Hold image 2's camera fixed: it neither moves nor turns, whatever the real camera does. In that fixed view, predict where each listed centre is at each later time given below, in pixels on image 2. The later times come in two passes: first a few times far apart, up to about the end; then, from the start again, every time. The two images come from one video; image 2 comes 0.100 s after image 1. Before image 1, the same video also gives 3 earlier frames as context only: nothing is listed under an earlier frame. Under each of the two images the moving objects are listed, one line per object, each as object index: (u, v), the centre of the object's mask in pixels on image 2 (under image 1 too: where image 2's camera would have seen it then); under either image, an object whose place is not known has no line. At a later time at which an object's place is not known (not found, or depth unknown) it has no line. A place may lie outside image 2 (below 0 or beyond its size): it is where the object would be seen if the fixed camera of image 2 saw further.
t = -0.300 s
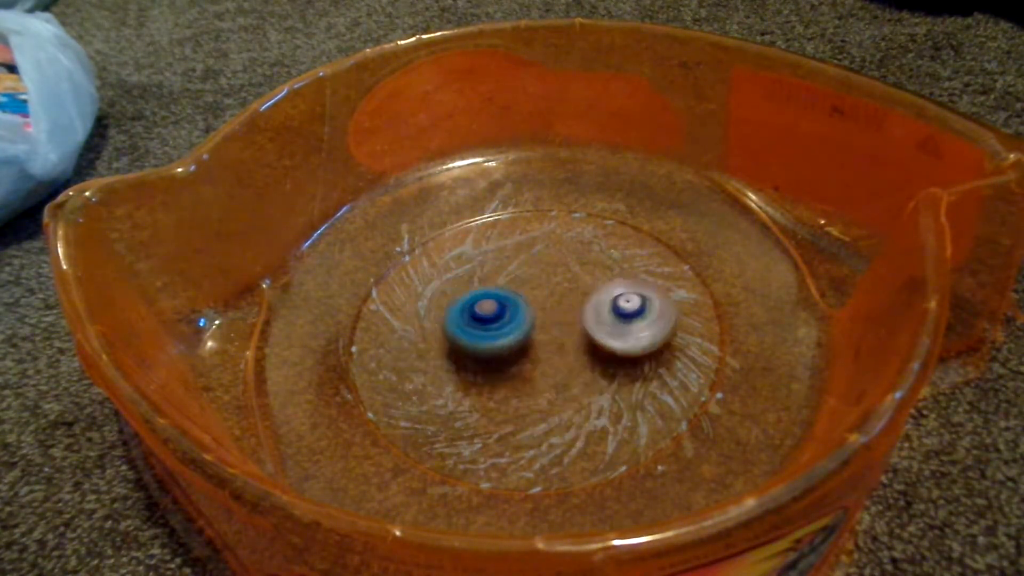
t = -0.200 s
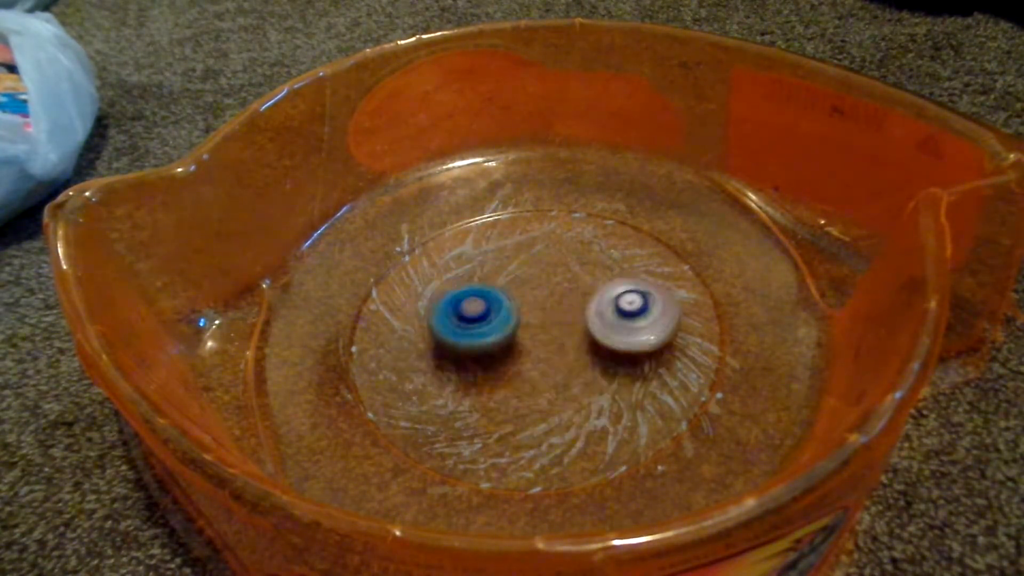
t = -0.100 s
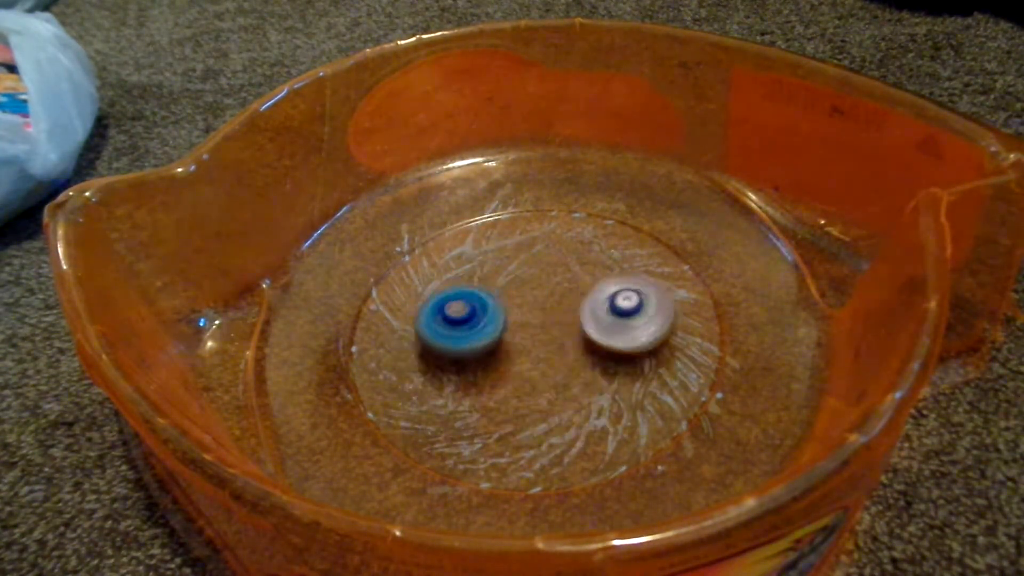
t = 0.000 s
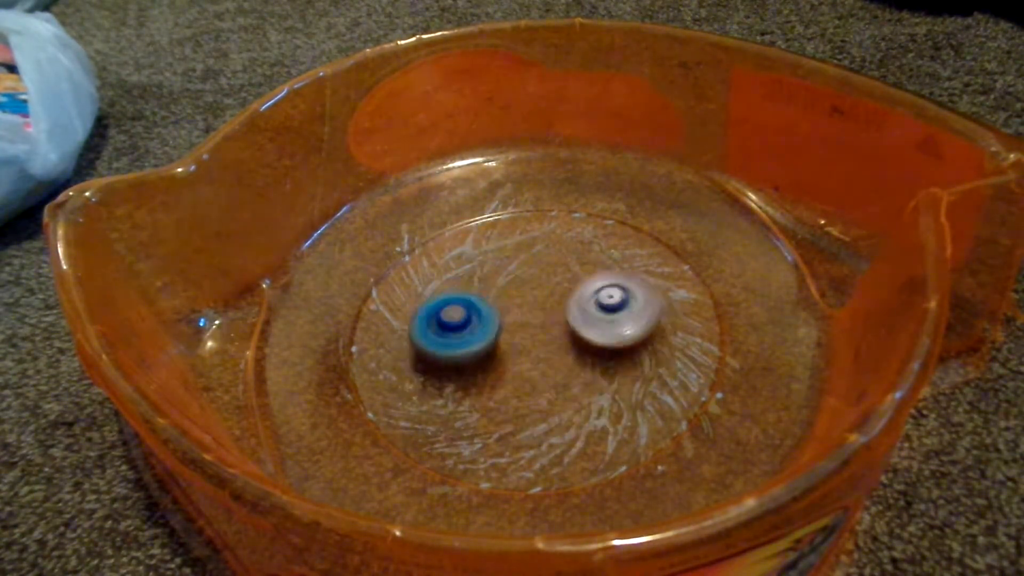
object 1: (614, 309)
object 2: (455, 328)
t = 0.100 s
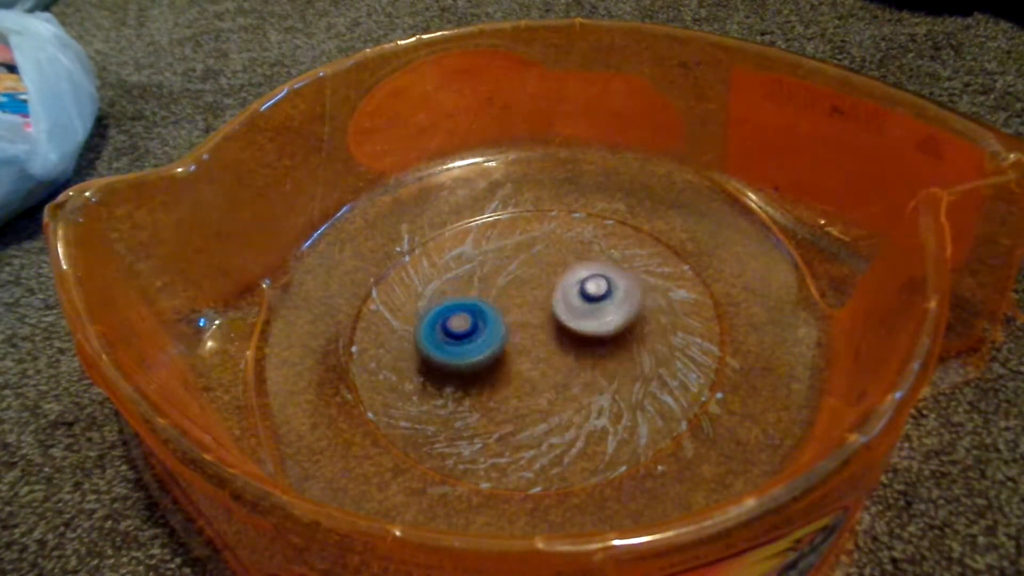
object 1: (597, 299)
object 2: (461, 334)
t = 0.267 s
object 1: (573, 277)
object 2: (484, 333)
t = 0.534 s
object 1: (567, 252)
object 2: (509, 307)
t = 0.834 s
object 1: (581, 260)
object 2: (480, 322)
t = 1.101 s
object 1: (546, 293)
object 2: (485, 355)
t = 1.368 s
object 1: (564, 260)
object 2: (467, 422)
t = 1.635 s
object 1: (539, 290)
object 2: (488, 402)
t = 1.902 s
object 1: (516, 278)
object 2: (486, 372)
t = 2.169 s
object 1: (506, 275)
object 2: (473, 341)
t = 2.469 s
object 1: (517, 267)
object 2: (456, 346)
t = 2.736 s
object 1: (547, 273)
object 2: (468, 375)
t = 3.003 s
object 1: (557, 293)
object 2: (500, 374)
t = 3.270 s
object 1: (557, 301)
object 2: (507, 370)
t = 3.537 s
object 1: (549, 299)
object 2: (486, 359)
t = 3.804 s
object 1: (535, 293)
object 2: (472, 346)
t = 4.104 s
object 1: (576, 260)
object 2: (444, 359)
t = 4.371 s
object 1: (583, 284)
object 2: (454, 350)
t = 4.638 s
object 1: (580, 304)
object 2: (468, 337)
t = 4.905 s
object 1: (585, 332)
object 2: (482, 334)
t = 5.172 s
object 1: (593, 349)
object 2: (467, 328)
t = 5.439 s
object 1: (565, 346)
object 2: (468, 321)
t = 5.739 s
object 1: (560, 327)
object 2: (466, 311)
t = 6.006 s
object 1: (581, 311)
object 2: (459, 308)
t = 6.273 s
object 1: (587, 301)
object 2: (482, 311)
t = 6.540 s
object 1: (589, 298)
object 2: (492, 316)
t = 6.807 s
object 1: (575, 297)
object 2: (485, 305)
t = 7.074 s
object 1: (578, 293)
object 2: (479, 309)
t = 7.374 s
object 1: (577, 292)
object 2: (467, 304)
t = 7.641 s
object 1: (580, 295)
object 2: (468, 312)
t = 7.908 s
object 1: (581, 299)
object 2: (488, 326)
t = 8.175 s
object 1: (580, 303)
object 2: (495, 330)
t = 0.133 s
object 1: (591, 295)
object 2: (464, 336)
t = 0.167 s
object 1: (586, 291)
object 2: (469, 336)
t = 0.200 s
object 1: (581, 286)
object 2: (474, 336)
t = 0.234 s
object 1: (577, 281)
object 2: (479, 334)
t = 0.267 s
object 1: (573, 277)
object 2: (484, 333)
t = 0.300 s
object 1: (570, 272)
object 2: (489, 330)
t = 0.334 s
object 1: (568, 268)
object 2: (494, 328)
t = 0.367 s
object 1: (567, 263)
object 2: (498, 324)
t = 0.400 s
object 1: (566, 260)
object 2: (502, 321)
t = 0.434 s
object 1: (566, 256)
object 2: (504, 318)
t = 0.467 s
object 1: (566, 254)
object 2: (507, 314)
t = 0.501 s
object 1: (567, 252)
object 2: (509, 311)
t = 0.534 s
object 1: (567, 252)
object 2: (509, 307)
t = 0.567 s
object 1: (568, 252)
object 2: (510, 304)
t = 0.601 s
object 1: (569, 252)
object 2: (509, 301)
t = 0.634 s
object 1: (571, 252)
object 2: (506, 300)
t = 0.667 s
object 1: (576, 249)
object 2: (500, 304)
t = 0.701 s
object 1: (578, 249)
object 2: (494, 307)
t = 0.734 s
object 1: (580, 250)
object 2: (490, 311)
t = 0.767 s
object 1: (581, 252)
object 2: (486, 314)
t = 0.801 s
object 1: (581, 256)
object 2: (483, 318)
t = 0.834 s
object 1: (581, 260)
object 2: (480, 322)
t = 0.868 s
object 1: (578, 265)
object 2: (478, 326)
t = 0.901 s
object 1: (577, 270)
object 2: (477, 331)
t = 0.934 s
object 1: (571, 276)
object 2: (476, 334)
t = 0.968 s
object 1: (566, 280)
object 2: (478, 338)
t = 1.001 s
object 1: (562, 284)
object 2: (480, 342)
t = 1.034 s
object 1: (555, 289)
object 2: (483, 345)
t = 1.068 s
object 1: (550, 293)
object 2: (485, 348)
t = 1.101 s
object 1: (546, 293)
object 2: (485, 355)
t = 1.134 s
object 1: (553, 280)
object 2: (475, 375)
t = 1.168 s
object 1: (559, 268)
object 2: (468, 391)
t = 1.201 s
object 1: (563, 261)
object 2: (466, 402)
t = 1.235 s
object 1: (564, 257)
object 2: (464, 408)
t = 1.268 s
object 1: (564, 257)
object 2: (465, 410)
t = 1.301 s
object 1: (565, 258)
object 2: (465, 415)
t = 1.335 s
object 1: (565, 259)
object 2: (466, 418)
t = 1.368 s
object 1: (564, 260)
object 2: (467, 422)
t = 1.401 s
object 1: (564, 262)
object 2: (467, 423)
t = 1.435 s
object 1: (563, 265)
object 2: (469, 424)
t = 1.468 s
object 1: (559, 271)
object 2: (471, 426)
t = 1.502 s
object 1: (556, 274)
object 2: (474, 424)
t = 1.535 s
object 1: (552, 278)
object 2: (479, 422)
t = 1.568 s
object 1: (548, 282)
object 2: (483, 416)
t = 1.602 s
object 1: (543, 287)
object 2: (487, 410)
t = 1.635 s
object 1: (539, 290)
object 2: (488, 402)
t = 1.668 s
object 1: (533, 294)
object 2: (489, 394)
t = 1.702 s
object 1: (529, 296)
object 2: (492, 386)
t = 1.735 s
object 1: (524, 300)
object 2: (493, 378)
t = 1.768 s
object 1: (519, 301)
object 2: (494, 372)
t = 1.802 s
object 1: (519, 293)
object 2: (491, 378)
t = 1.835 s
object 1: (520, 285)
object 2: (488, 380)
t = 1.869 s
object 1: (518, 281)
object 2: (488, 377)
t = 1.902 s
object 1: (516, 278)
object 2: (486, 372)
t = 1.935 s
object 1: (514, 276)
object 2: (485, 367)
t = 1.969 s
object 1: (512, 275)
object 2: (484, 364)
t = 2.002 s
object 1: (511, 275)
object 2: (481, 360)
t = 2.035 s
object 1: (509, 275)
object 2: (479, 356)
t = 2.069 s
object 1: (508, 274)
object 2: (477, 353)
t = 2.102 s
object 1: (507, 275)
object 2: (475, 348)
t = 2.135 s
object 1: (506, 274)
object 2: (474, 344)
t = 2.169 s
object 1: (506, 275)
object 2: (473, 341)
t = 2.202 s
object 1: (506, 274)
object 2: (470, 339)
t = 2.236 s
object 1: (506, 273)
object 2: (469, 337)
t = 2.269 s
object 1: (506, 273)
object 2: (466, 337)
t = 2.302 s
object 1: (507, 273)
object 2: (464, 335)
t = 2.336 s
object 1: (507, 273)
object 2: (464, 335)
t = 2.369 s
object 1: (509, 274)
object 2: (462, 335)
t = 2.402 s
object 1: (509, 274)
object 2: (461, 334)
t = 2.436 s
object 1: (511, 274)
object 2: (460, 338)
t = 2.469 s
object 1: (517, 267)
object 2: (456, 346)
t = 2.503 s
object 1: (520, 265)
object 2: (453, 353)
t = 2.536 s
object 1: (523, 264)
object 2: (453, 358)
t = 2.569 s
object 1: (528, 263)
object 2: (453, 362)
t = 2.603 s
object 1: (532, 263)
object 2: (455, 365)
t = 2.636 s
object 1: (537, 264)
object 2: (457, 370)
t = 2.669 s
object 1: (542, 266)
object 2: (460, 371)
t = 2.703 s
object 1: (544, 268)
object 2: (465, 373)
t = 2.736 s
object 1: (547, 273)
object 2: (468, 375)
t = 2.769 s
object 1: (549, 277)
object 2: (474, 375)
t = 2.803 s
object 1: (550, 281)
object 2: (482, 374)
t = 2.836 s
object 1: (551, 286)
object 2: (487, 374)
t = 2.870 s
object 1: (551, 290)
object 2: (494, 369)
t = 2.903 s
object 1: (551, 294)
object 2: (501, 366)
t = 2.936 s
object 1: (551, 297)
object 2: (505, 363)
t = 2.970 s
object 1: (553, 297)
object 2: (502, 368)
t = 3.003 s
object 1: (557, 293)
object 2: (500, 374)
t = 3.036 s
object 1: (559, 293)
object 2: (500, 376)
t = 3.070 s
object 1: (560, 293)
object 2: (501, 378)
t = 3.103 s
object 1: (560, 294)
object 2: (503, 379)
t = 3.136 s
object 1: (561, 296)
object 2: (505, 379)
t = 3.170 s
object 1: (561, 297)
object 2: (505, 379)
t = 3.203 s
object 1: (560, 298)
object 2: (507, 376)
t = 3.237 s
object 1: (559, 299)
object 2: (508, 374)
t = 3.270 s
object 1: (557, 301)
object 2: (507, 370)
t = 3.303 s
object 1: (555, 304)
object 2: (506, 367)
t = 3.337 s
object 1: (555, 303)
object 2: (504, 367)
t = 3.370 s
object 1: (555, 301)
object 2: (499, 367)
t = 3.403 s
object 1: (554, 300)
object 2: (497, 365)
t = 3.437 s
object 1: (553, 300)
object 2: (495, 365)
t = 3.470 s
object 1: (552, 299)
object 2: (491, 363)
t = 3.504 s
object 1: (550, 299)
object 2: (486, 360)
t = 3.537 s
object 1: (549, 299)
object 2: (486, 359)
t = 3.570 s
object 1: (547, 297)
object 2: (482, 358)
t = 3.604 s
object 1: (544, 297)
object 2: (479, 356)
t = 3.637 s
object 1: (543, 296)
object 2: (478, 354)
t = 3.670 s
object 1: (541, 295)
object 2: (476, 353)
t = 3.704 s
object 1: (539, 294)
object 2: (473, 351)
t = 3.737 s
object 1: (537, 294)
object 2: (473, 349)
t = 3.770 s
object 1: (536, 294)
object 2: (473, 348)
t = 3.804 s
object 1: (535, 293)
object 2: (472, 346)
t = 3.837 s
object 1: (534, 291)
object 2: (470, 345)
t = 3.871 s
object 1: (544, 280)
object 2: (460, 352)
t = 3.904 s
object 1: (551, 273)
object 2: (453, 355)
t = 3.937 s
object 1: (555, 268)
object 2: (450, 356)
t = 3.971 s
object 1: (559, 266)
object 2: (449, 356)
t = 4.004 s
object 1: (563, 263)
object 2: (448, 358)
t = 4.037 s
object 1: (567, 262)
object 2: (444, 359)
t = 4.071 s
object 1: (571, 261)
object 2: (443, 358)
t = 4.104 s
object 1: (576, 260)
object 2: (444, 359)
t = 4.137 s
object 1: (580, 260)
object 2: (444, 360)
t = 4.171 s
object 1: (584, 262)
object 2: (443, 359)
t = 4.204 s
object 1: (587, 265)
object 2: (444, 359)
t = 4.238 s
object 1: (588, 269)
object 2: (447, 358)
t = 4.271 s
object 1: (588, 272)
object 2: (447, 357)
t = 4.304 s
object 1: (587, 277)
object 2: (449, 352)
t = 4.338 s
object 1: (585, 281)
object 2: (453, 351)
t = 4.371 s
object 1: (583, 284)
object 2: (454, 350)
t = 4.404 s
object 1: (581, 287)
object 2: (457, 346)
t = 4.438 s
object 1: (579, 289)
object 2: (462, 343)
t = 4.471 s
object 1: (575, 295)
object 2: (467, 341)
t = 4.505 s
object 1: (572, 299)
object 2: (470, 340)
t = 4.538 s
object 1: (571, 301)
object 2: (474, 336)
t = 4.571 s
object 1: (570, 304)
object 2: (479, 334)
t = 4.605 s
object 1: (576, 304)
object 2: (473, 336)
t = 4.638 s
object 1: (580, 304)
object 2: (468, 337)
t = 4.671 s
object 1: (581, 307)
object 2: (468, 337)
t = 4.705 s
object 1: (584, 311)
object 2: (470, 337)
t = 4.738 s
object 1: (585, 314)
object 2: (472, 339)
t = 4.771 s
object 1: (586, 317)
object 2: (473, 337)
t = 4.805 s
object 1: (587, 321)
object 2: (475, 336)
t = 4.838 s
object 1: (587, 325)
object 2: (478, 336)
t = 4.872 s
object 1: (585, 329)
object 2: (480, 337)
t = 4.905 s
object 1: (585, 332)
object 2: (482, 334)
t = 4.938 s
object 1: (582, 337)
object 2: (485, 333)
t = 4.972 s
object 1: (587, 338)
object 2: (483, 333)
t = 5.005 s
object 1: (593, 340)
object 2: (477, 332)
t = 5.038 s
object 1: (594, 341)
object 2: (474, 330)
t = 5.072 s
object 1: (595, 344)
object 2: (474, 329)
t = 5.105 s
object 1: (595, 345)
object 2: (473, 330)
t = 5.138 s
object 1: (594, 346)
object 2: (469, 330)
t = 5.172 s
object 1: (593, 349)
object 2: (467, 328)
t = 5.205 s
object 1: (592, 350)
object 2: (467, 327)
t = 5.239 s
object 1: (590, 351)
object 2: (467, 328)
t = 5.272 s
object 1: (585, 352)
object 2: (465, 327)
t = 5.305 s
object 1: (581, 352)
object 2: (465, 325)
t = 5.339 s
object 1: (579, 351)
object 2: (466, 324)
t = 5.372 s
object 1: (575, 350)
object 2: (467, 324)
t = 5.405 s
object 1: (570, 349)
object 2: (467, 322)
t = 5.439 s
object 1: (565, 346)
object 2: (468, 321)
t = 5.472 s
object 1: (562, 344)
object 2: (470, 320)
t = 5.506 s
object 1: (563, 343)
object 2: (468, 319)
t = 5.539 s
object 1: (566, 342)
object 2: (464, 317)
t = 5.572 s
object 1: (565, 339)
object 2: (464, 315)
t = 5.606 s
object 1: (564, 338)
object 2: (465, 315)
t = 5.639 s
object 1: (563, 335)
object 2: (465, 316)
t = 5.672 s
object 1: (560, 331)
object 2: (464, 314)
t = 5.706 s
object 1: (560, 328)
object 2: (464, 312)
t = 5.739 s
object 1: (560, 327)
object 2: (466, 311)
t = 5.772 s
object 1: (560, 324)
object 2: (466, 312)
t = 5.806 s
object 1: (567, 322)
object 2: (461, 311)
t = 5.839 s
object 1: (571, 319)
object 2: (459, 309)
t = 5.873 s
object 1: (573, 317)
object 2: (459, 309)
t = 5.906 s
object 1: (576, 316)
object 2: (459, 310)
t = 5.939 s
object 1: (579, 313)
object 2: (458, 310)
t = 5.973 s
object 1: (580, 312)
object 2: (457, 308)
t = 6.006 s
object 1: (581, 311)
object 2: (459, 308)
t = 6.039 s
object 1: (583, 308)
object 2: (461, 308)
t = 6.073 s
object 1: (584, 308)
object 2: (462, 310)
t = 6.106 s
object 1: (585, 306)
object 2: (461, 309)
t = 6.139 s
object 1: (585, 305)
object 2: (465, 308)
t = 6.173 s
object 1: (586, 303)
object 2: (472, 309)
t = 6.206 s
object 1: (587, 302)
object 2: (478, 311)
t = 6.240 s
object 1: (587, 302)
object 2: (480, 312)
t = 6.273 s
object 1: (587, 301)
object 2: (482, 311)
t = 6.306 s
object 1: (587, 300)
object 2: (489, 312)
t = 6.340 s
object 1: (586, 300)
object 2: (493, 314)
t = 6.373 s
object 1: (586, 300)
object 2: (497, 316)
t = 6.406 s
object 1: (585, 300)
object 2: (498, 317)
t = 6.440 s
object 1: (586, 300)
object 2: (500, 315)
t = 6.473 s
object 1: (589, 299)
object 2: (496, 315)
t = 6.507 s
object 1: (589, 299)
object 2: (494, 315)
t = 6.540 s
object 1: (589, 298)
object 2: (492, 316)
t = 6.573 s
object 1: (588, 299)
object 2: (491, 316)
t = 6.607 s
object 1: (588, 298)
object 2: (490, 315)
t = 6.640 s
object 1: (586, 298)
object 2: (490, 314)
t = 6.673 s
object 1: (584, 299)
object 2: (489, 316)
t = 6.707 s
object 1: (581, 298)
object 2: (484, 314)
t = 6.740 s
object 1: (580, 298)
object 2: (481, 310)
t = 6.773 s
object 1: (578, 298)
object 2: (481, 307)
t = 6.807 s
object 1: (575, 297)
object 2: (485, 305)
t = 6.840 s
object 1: (579, 296)
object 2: (480, 308)
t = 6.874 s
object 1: (581, 294)
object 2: (475, 309)
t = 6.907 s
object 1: (580, 292)
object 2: (469, 307)
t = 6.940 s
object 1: (580, 294)
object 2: (468, 300)
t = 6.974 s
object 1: (581, 293)
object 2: (476, 297)
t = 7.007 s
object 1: (580, 291)
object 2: (483, 302)
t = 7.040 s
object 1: (578, 292)
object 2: (483, 306)
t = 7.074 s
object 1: (578, 293)
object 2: (479, 309)
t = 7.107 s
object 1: (578, 293)
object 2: (476, 310)
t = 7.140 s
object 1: (574, 293)
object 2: (473, 308)
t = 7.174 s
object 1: (570, 295)
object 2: (473, 305)
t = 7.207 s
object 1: (568, 296)
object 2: (473, 304)
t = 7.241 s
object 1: (567, 296)
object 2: (474, 303)
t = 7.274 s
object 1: (570, 295)
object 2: (472, 302)
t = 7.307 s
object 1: (576, 293)
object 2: (470, 301)
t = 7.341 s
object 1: (578, 293)
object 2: (469, 301)
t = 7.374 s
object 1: (577, 292)
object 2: (467, 304)
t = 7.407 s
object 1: (578, 293)
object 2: (466, 305)
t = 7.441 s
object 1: (579, 296)
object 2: (467, 306)
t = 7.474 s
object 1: (581, 296)
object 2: (466, 308)
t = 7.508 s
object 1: (582, 293)
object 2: (466, 310)
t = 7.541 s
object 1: (581, 291)
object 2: (466, 310)
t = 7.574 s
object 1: (578, 292)
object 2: (466, 311)
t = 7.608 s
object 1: (579, 294)
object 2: (467, 312)
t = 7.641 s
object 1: (580, 295)
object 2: (468, 312)
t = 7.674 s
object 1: (581, 295)
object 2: (470, 312)
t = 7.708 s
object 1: (582, 294)
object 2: (473, 314)
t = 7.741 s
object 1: (581, 292)
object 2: (475, 315)
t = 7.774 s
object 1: (577, 294)
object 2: (477, 316)
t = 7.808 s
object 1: (576, 298)
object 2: (479, 318)
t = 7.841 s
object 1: (577, 300)
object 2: (480, 321)
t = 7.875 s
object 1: (578, 301)
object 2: (484, 323)
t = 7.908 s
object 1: (581, 299)
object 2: (488, 326)
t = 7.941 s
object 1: (580, 297)
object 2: (493, 327)
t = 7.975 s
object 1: (579, 297)
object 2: (497, 330)
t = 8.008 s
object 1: (579, 298)
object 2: (497, 332)
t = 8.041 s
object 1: (580, 298)
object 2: (497, 332)
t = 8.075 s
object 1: (580, 299)
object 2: (496, 331)
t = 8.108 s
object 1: (580, 300)
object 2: (496, 331)
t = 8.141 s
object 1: (581, 300)
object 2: (496, 330)
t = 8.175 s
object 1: (580, 303)
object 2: (495, 330)
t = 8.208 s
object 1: (581, 304)
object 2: (495, 330)
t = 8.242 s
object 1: (581, 305)
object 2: (495, 330)
